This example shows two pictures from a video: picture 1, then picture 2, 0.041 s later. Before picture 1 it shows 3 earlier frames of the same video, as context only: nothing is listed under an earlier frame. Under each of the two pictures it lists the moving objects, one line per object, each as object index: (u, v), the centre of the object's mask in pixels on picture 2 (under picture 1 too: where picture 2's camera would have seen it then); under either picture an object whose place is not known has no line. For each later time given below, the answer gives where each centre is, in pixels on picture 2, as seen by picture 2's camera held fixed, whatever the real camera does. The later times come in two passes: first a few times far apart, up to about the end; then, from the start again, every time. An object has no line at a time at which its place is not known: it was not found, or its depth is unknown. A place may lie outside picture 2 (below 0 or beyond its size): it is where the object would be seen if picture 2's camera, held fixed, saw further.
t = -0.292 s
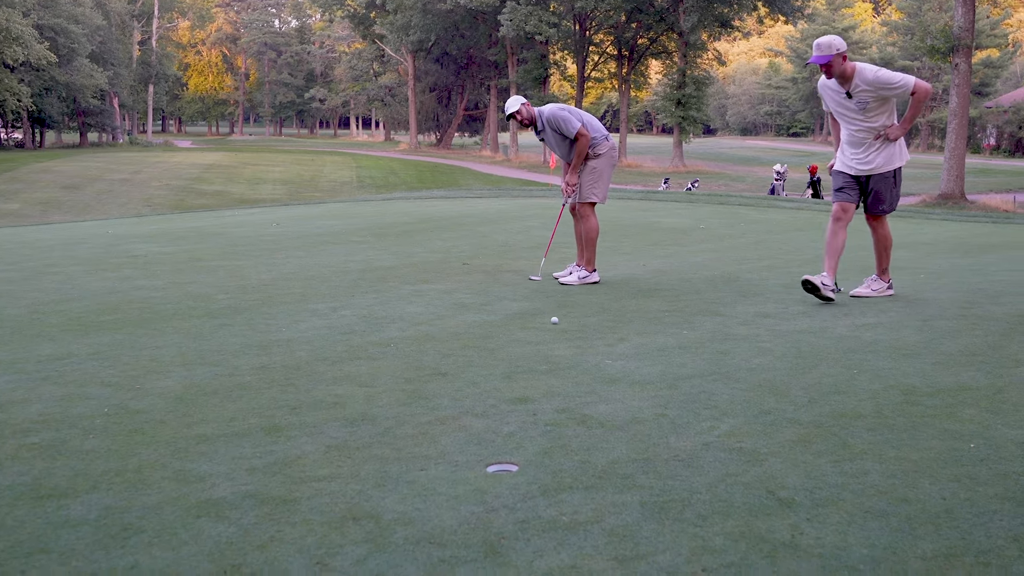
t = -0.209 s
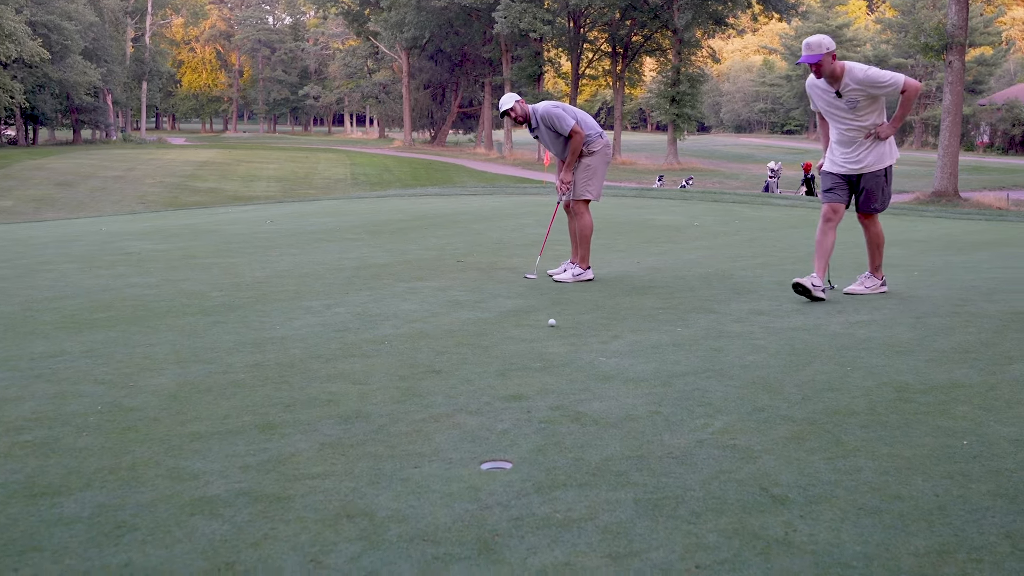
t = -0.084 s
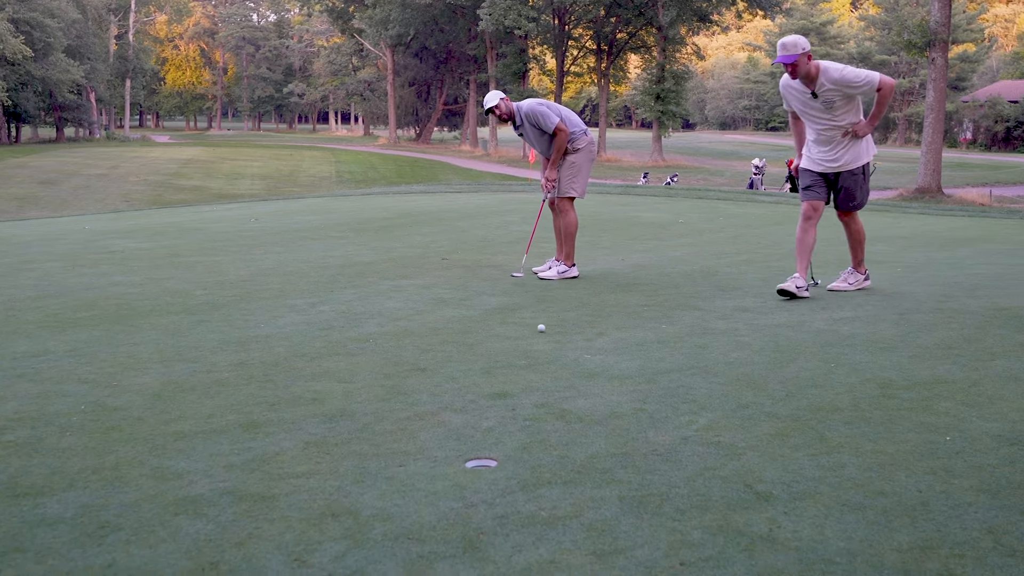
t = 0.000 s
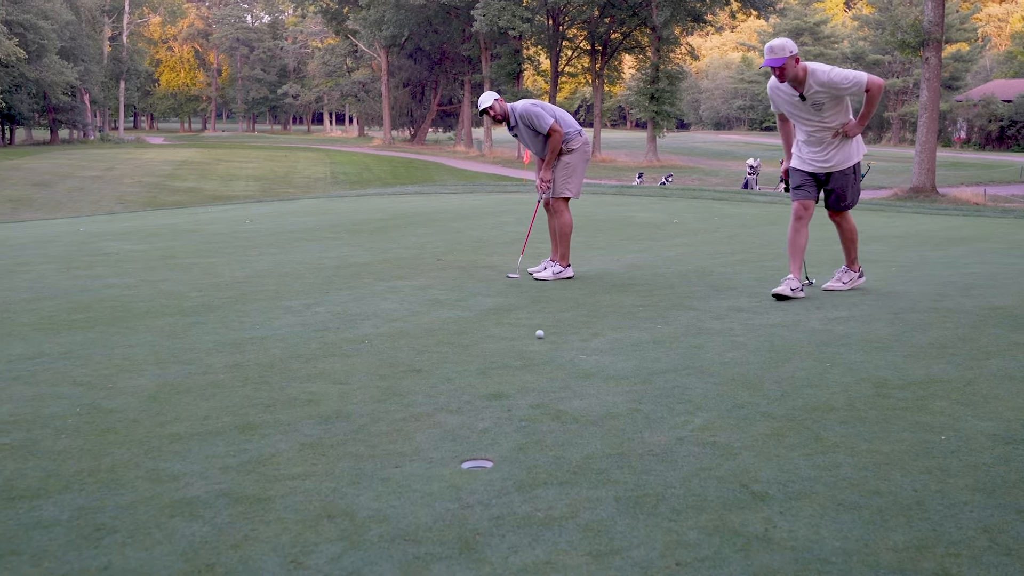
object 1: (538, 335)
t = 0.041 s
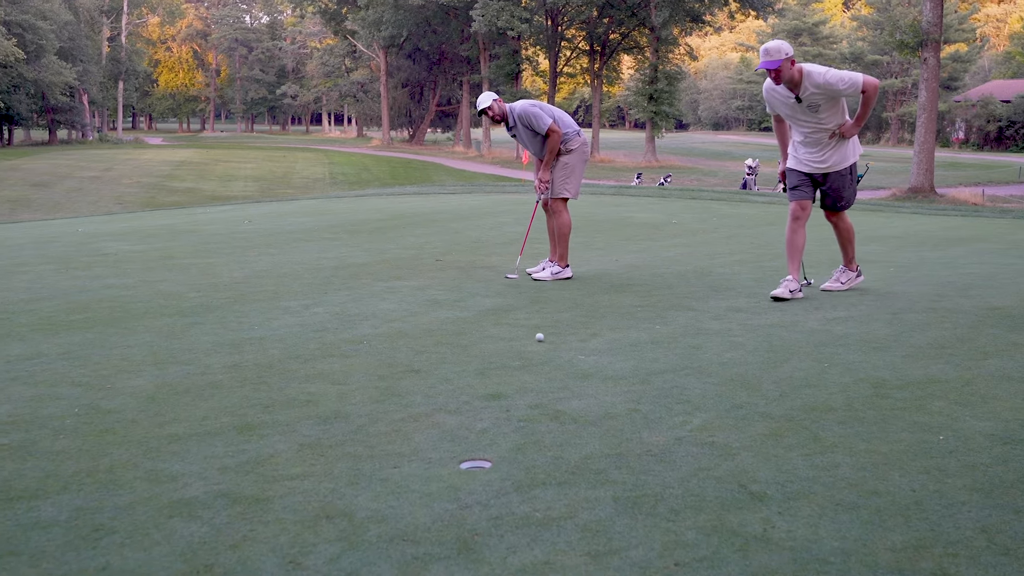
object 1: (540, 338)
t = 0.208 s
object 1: (545, 350)
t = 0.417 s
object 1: (549, 365)
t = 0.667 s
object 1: (549, 386)
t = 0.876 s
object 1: (547, 404)
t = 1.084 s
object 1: (542, 423)
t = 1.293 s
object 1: (534, 441)
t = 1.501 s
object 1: (524, 458)
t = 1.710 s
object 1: (509, 475)
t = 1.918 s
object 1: (492, 488)
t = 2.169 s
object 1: (472, 501)
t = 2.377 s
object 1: (457, 507)
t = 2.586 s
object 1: (448, 511)
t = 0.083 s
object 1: (541, 341)
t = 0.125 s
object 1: (542, 343)
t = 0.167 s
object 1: (544, 346)
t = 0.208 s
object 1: (545, 350)
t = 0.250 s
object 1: (546, 353)
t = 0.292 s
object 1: (547, 356)
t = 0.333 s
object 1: (548, 359)
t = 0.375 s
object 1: (548, 362)
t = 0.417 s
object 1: (549, 365)
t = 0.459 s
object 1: (549, 369)
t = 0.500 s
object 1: (549, 372)
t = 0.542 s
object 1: (549, 375)
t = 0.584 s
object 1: (550, 379)
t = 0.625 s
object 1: (550, 382)
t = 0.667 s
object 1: (549, 386)
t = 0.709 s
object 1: (549, 390)
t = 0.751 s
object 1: (549, 393)
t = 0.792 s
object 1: (549, 397)
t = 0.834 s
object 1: (548, 400)
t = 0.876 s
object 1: (547, 404)
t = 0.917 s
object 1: (546, 408)
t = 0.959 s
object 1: (545, 411)
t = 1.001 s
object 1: (544, 415)
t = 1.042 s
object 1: (543, 419)
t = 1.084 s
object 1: (542, 423)
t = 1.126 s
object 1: (540, 426)
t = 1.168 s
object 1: (539, 430)
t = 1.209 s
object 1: (537, 434)
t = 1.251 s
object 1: (536, 438)
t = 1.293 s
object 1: (534, 441)
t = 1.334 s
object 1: (532, 445)
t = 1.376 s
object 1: (531, 448)
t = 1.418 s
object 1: (528, 452)
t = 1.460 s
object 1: (526, 455)
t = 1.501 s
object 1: (524, 458)
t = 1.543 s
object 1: (521, 462)
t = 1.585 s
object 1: (518, 465)
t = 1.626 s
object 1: (515, 469)
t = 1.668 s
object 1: (512, 472)
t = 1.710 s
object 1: (509, 475)
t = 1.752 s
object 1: (506, 477)
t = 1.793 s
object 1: (503, 480)
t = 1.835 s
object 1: (499, 483)
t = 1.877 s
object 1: (496, 486)
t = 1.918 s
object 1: (492, 488)
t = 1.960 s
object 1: (489, 491)
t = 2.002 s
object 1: (486, 493)
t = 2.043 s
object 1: (482, 495)
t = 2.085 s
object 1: (479, 497)
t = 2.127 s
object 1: (476, 499)
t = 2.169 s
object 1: (472, 501)
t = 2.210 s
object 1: (469, 503)
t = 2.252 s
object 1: (466, 504)
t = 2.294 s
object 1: (463, 505)
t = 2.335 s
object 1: (460, 506)
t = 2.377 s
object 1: (457, 507)
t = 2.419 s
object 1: (455, 508)
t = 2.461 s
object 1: (453, 509)
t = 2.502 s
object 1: (451, 509)
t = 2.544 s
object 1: (450, 511)
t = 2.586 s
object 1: (448, 511)
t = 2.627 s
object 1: (447, 511)
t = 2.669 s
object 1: (446, 512)
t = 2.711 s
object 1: (444, 512)
